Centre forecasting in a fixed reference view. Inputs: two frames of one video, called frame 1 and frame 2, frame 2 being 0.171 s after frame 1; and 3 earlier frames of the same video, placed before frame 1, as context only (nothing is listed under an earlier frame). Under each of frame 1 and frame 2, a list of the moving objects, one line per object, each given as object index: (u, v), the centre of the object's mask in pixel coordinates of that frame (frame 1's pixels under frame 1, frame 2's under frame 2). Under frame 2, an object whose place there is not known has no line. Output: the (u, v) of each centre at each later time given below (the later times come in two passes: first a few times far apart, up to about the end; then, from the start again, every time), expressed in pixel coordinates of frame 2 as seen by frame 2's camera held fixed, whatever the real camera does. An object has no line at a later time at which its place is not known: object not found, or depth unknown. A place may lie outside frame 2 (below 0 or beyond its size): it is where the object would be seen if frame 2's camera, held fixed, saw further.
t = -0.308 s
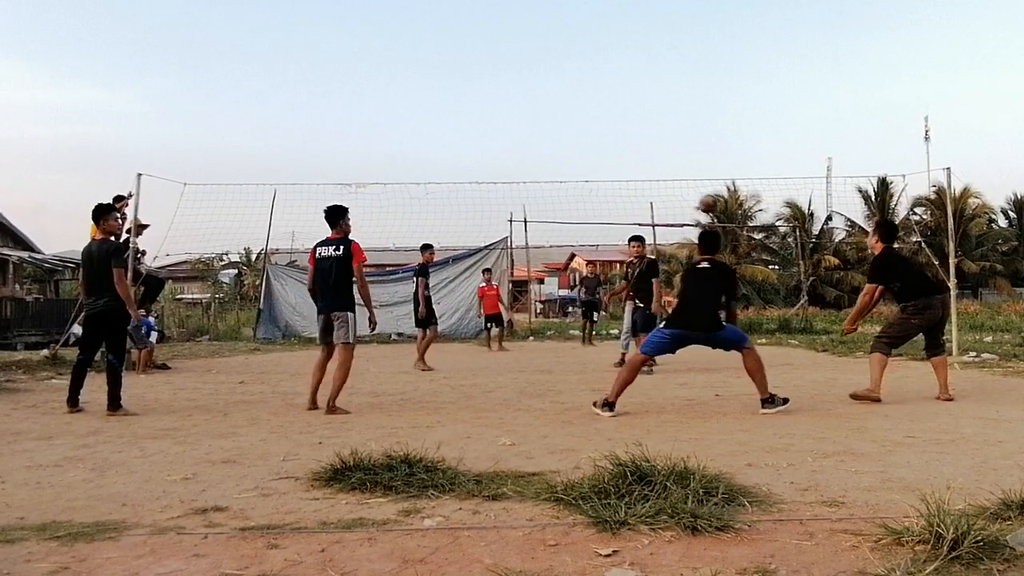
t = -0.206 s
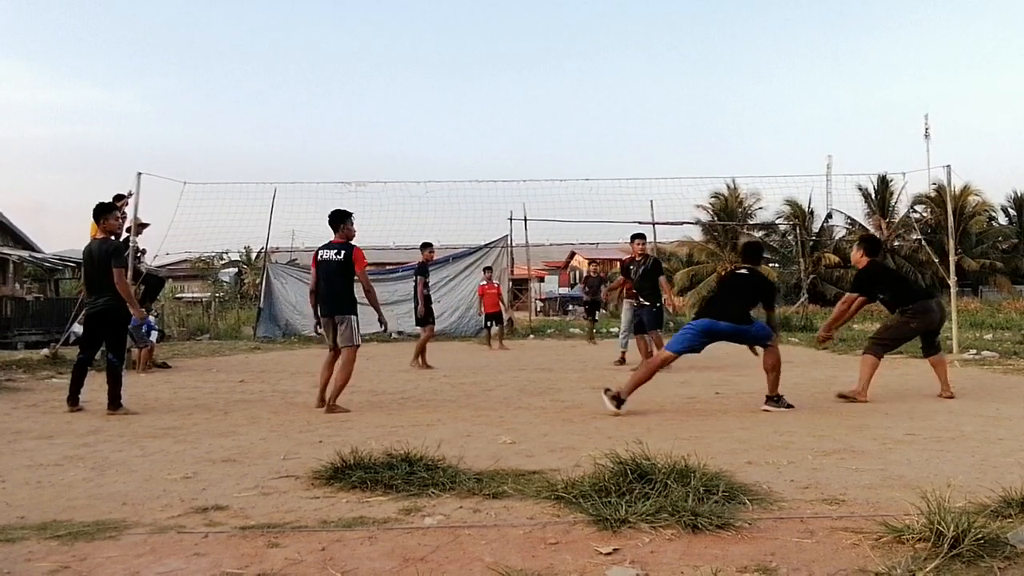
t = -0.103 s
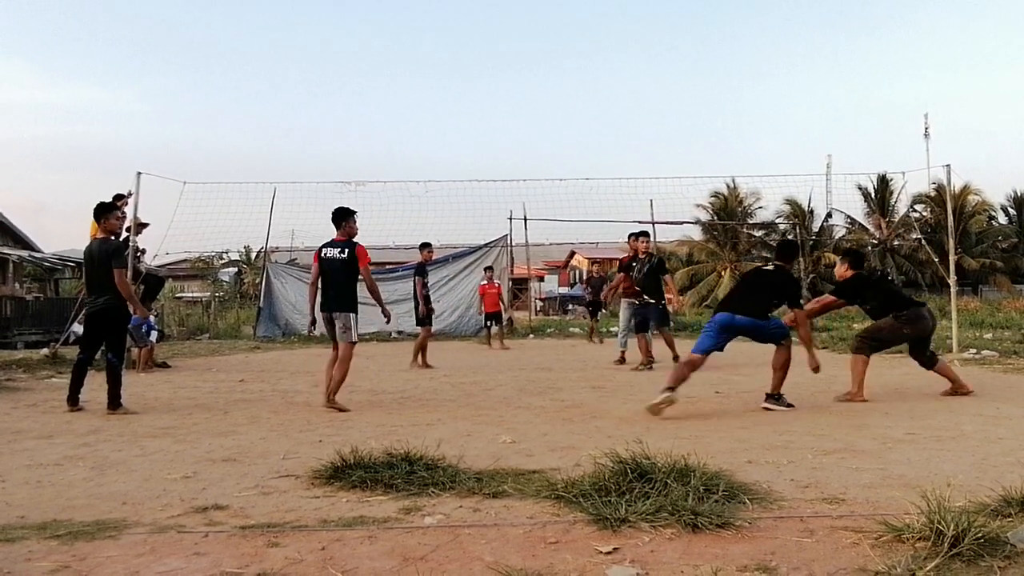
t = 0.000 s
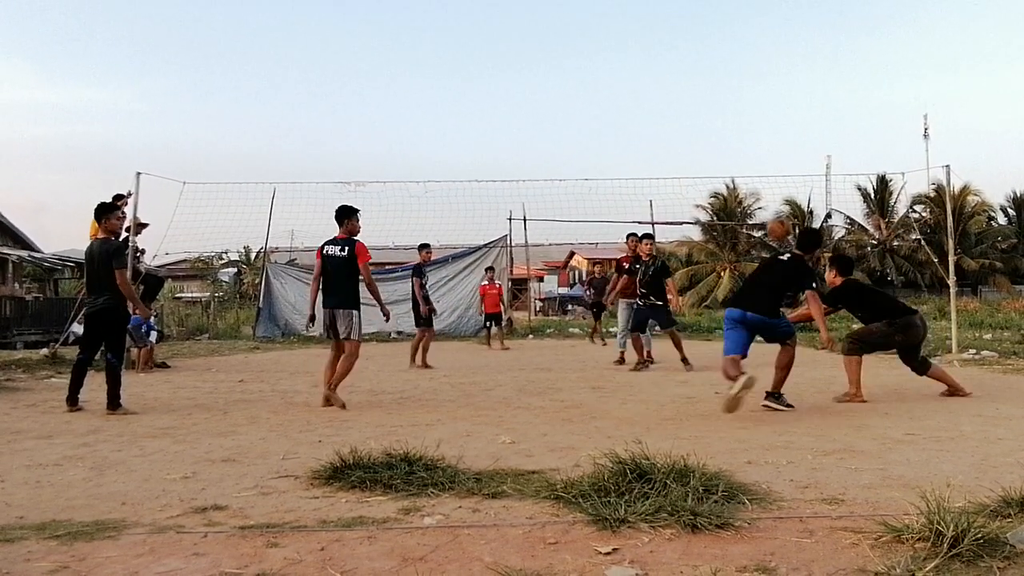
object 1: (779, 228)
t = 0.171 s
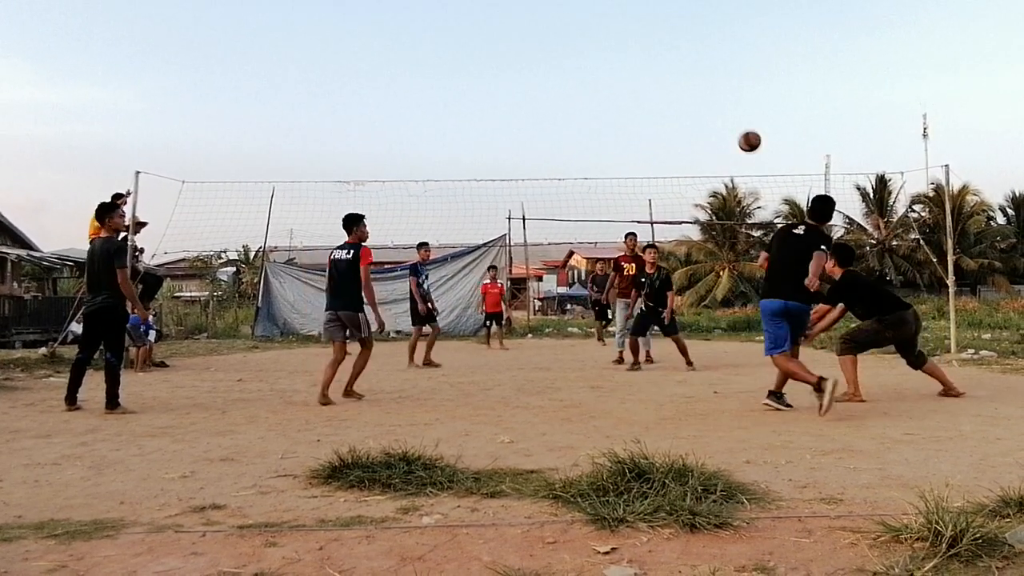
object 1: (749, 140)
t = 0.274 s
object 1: (735, 108)
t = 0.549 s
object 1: (701, 77)
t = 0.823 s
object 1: (674, 116)
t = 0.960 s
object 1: (663, 158)
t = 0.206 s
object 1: (744, 128)
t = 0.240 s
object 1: (739, 118)
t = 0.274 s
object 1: (735, 108)
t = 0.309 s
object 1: (729, 100)
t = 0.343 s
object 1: (725, 92)
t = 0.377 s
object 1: (720, 87)
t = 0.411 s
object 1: (716, 83)
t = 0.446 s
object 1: (712, 80)
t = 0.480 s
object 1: (708, 78)
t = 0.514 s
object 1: (704, 77)
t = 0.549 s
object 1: (701, 77)
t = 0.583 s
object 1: (698, 78)
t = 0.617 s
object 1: (694, 81)
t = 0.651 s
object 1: (690, 84)
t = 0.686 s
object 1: (687, 89)
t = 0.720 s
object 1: (684, 94)
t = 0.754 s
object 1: (681, 101)
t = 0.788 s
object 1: (677, 108)
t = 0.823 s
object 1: (674, 116)
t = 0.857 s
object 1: (671, 125)
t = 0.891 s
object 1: (668, 135)
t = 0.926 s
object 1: (665, 146)
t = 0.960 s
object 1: (663, 158)
